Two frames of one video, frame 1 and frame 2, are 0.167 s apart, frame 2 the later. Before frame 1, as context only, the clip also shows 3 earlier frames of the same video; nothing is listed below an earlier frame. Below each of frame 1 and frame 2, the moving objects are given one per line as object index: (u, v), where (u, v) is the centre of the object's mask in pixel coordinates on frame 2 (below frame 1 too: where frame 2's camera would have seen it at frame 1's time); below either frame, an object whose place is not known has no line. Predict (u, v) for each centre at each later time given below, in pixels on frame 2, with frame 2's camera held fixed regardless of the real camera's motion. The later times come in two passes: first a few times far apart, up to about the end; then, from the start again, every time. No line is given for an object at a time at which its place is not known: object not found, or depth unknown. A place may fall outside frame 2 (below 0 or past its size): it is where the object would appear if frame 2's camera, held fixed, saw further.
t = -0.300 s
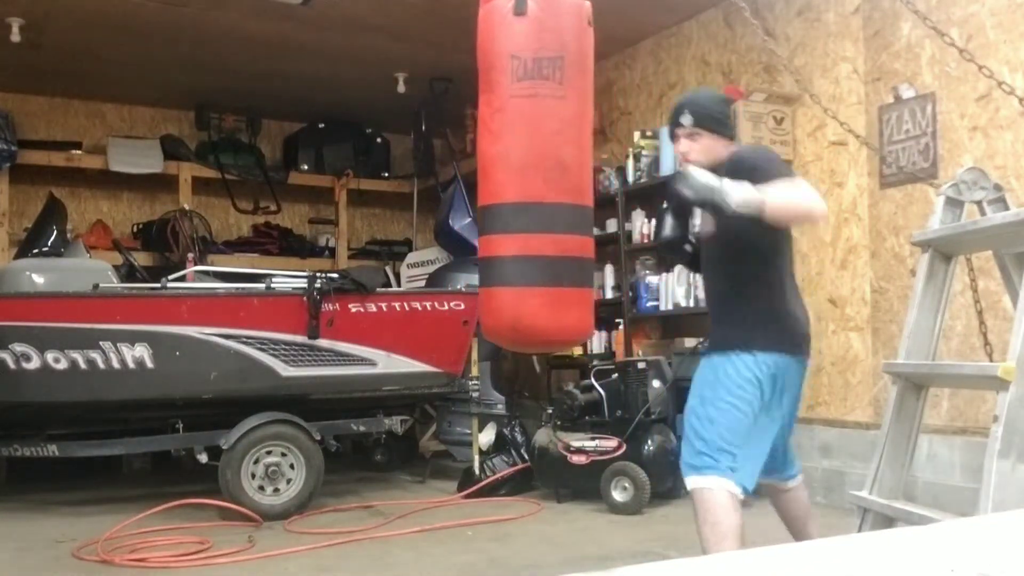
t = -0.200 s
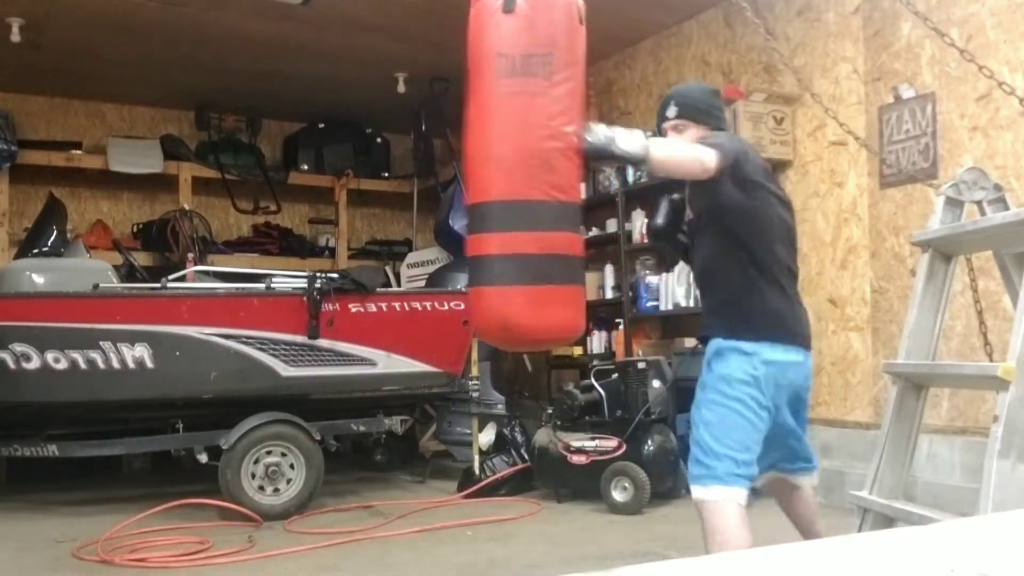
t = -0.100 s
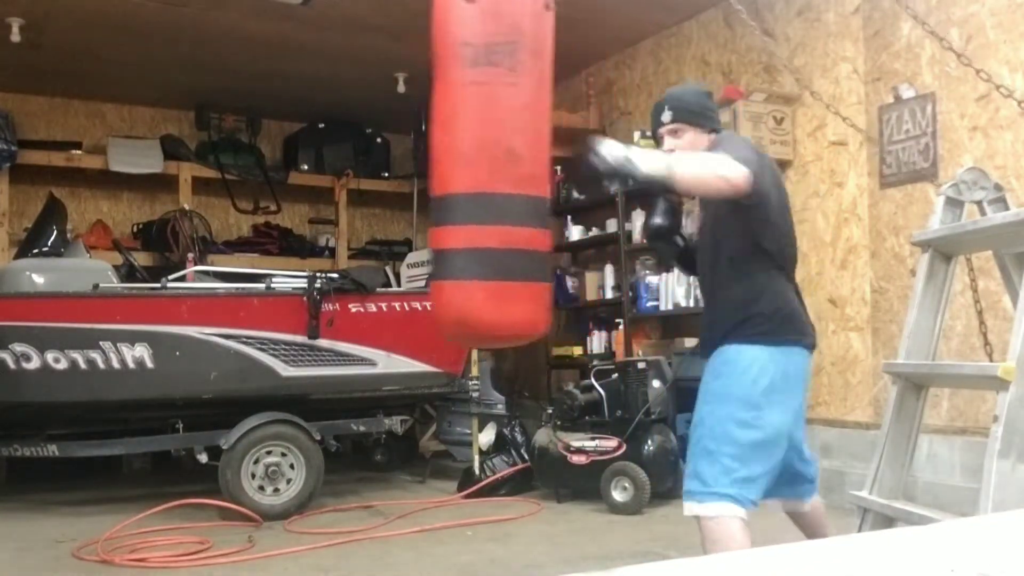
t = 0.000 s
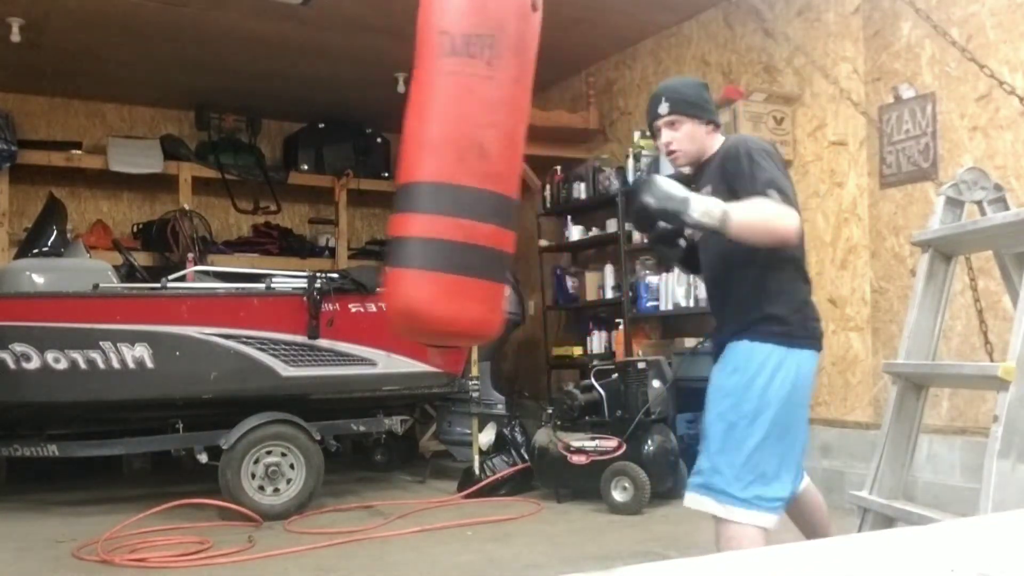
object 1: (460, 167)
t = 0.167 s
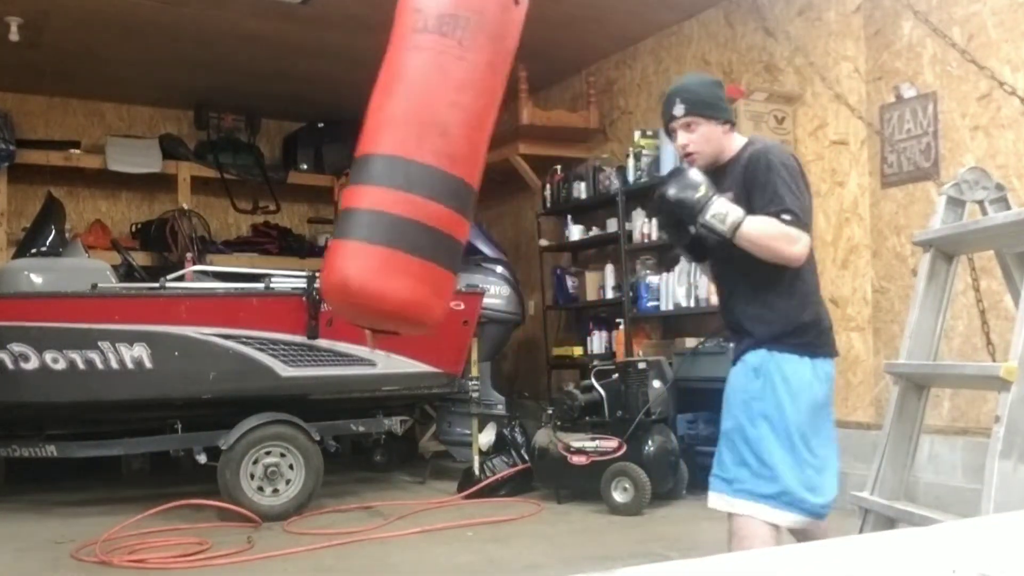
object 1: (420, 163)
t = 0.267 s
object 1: (406, 161)
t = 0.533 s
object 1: (418, 159)
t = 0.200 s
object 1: (415, 164)
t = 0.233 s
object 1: (410, 162)
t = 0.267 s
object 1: (406, 161)
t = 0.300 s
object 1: (402, 161)
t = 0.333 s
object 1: (401, 160)
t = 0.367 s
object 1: (400, 160)
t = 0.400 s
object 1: (402, 159)
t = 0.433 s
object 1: (404, 158)
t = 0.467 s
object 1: (407, 158)
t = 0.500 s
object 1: (412, 158)
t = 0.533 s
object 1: (418, 159)
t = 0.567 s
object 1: (426, 160)
